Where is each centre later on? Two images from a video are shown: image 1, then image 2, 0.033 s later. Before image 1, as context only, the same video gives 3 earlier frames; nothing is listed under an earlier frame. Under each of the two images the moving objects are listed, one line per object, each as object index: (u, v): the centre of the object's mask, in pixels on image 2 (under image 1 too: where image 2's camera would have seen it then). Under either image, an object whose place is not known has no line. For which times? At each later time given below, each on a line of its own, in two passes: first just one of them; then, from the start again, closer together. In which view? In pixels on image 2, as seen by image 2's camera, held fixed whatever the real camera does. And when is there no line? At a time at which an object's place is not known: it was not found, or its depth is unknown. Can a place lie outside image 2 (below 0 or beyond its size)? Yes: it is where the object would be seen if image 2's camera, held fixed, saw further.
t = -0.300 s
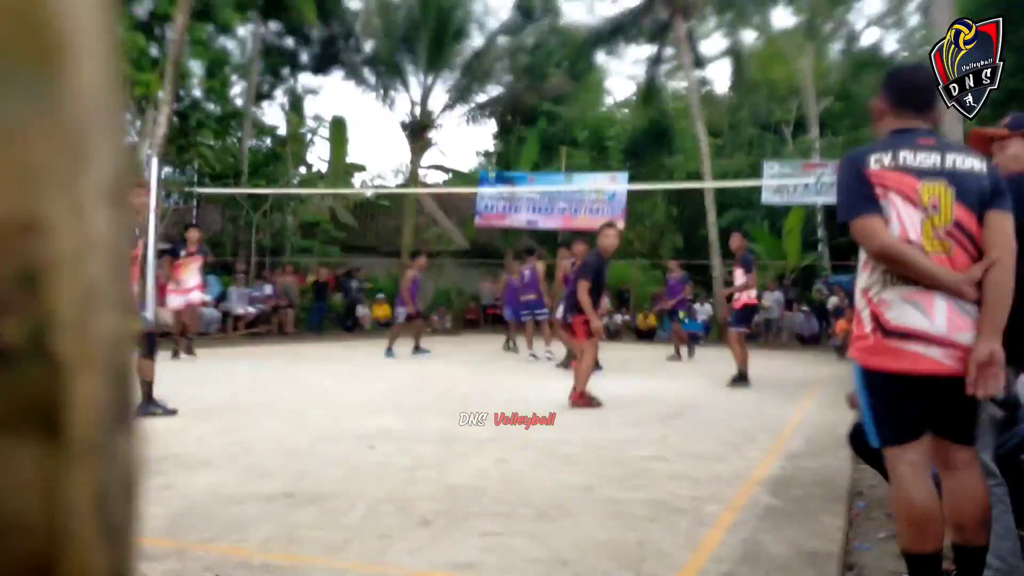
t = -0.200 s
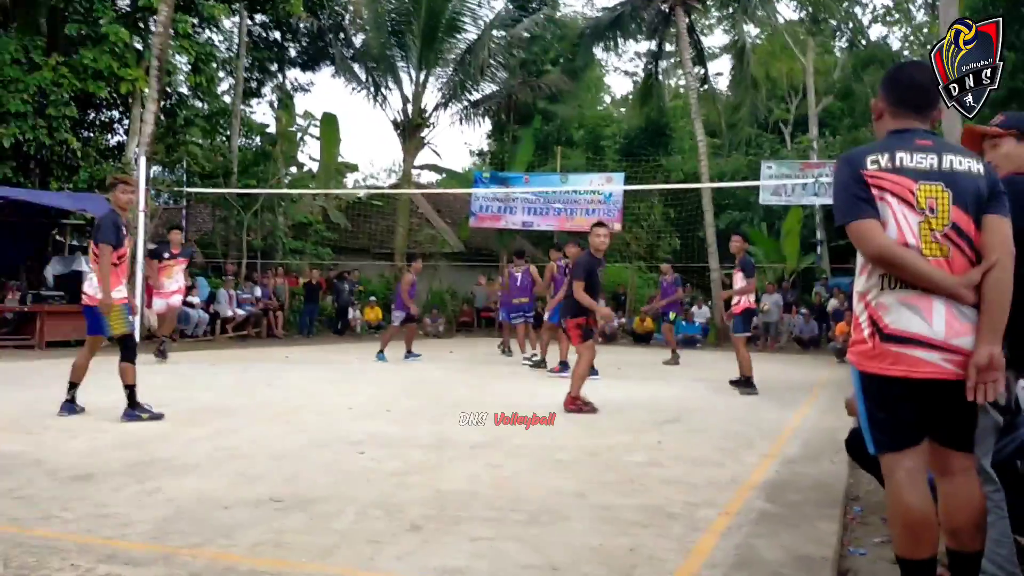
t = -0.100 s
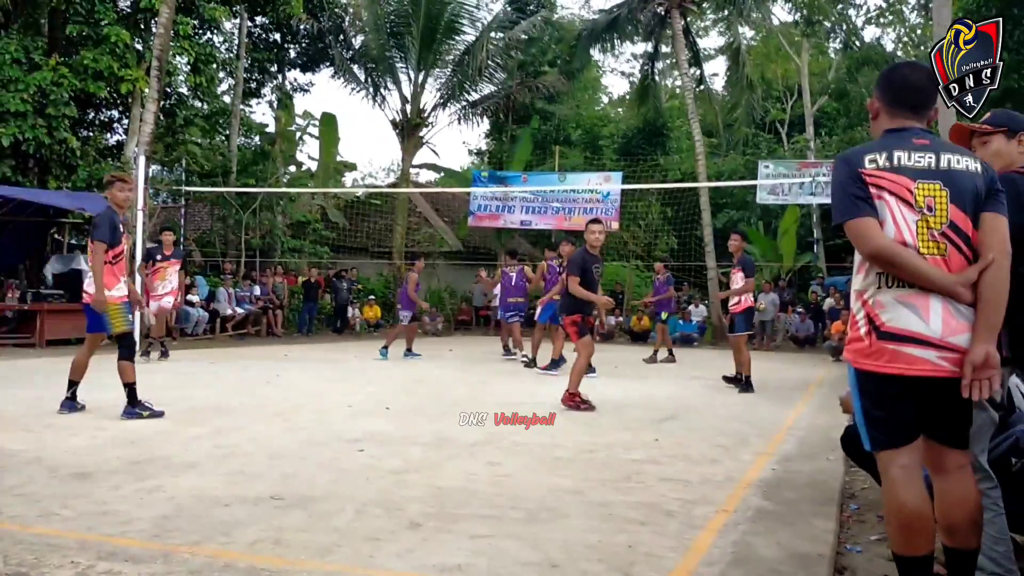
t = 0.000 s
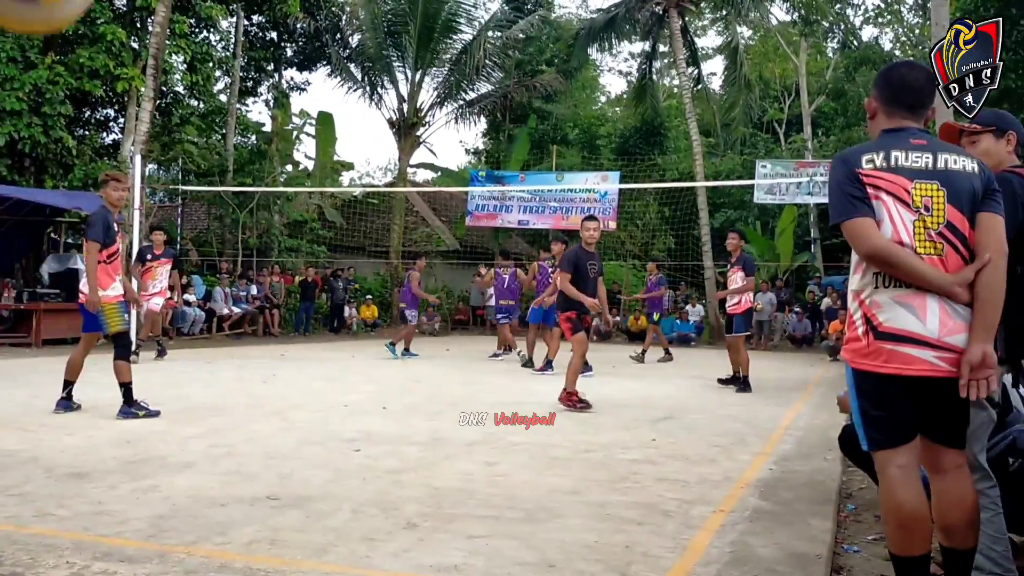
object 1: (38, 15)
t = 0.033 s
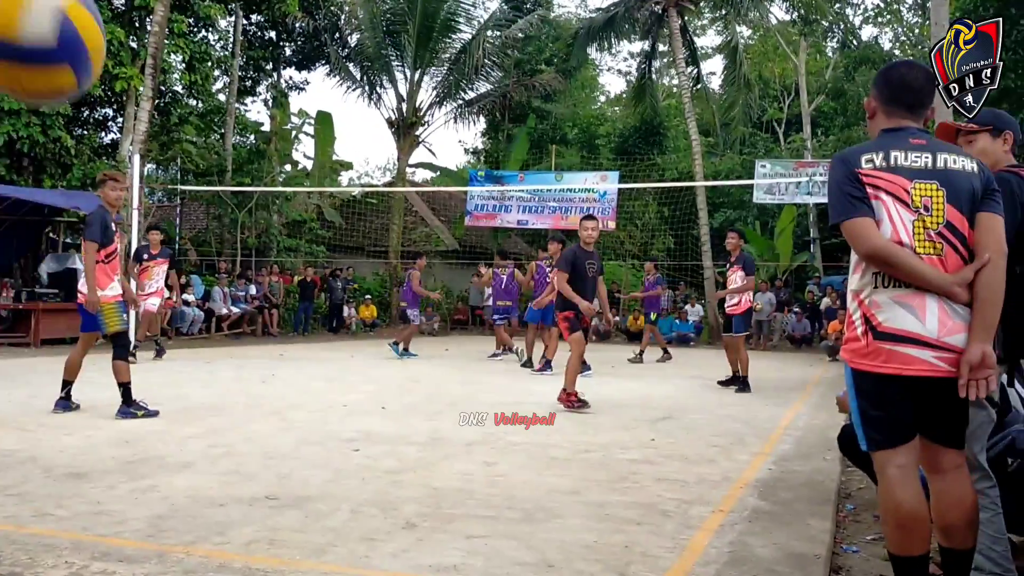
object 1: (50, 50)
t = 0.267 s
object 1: (85, 529)
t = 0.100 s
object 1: (57, 186)
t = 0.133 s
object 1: (64, 259)
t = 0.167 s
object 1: (71, 327)
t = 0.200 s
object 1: (76, 396)
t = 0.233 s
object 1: (81, 463)
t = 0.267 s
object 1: (85, 529)
